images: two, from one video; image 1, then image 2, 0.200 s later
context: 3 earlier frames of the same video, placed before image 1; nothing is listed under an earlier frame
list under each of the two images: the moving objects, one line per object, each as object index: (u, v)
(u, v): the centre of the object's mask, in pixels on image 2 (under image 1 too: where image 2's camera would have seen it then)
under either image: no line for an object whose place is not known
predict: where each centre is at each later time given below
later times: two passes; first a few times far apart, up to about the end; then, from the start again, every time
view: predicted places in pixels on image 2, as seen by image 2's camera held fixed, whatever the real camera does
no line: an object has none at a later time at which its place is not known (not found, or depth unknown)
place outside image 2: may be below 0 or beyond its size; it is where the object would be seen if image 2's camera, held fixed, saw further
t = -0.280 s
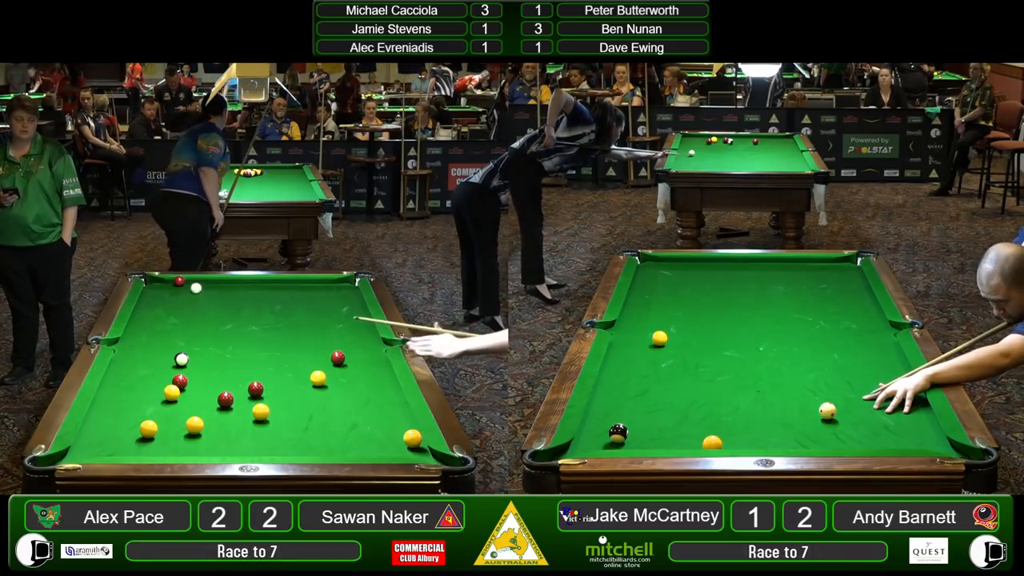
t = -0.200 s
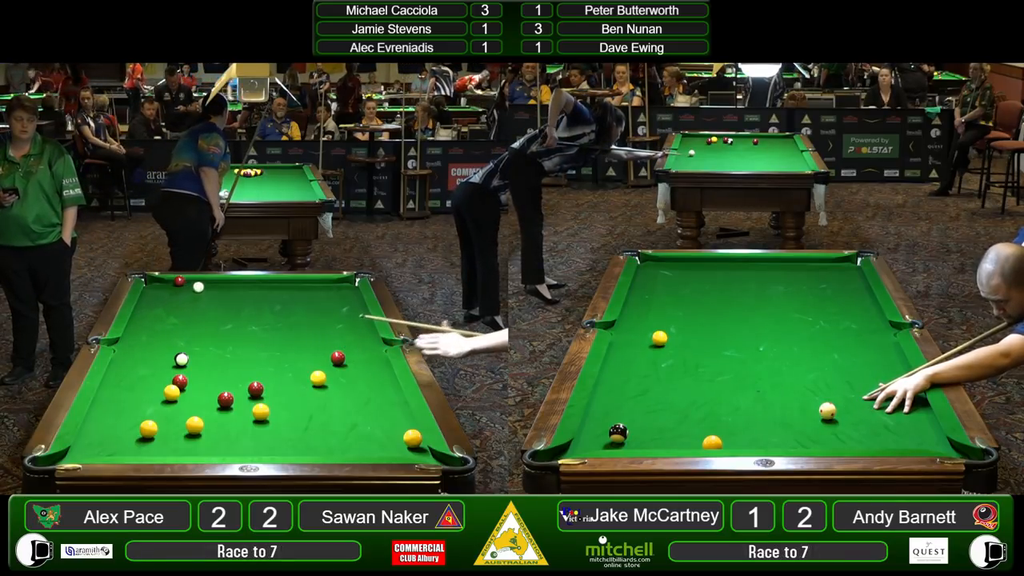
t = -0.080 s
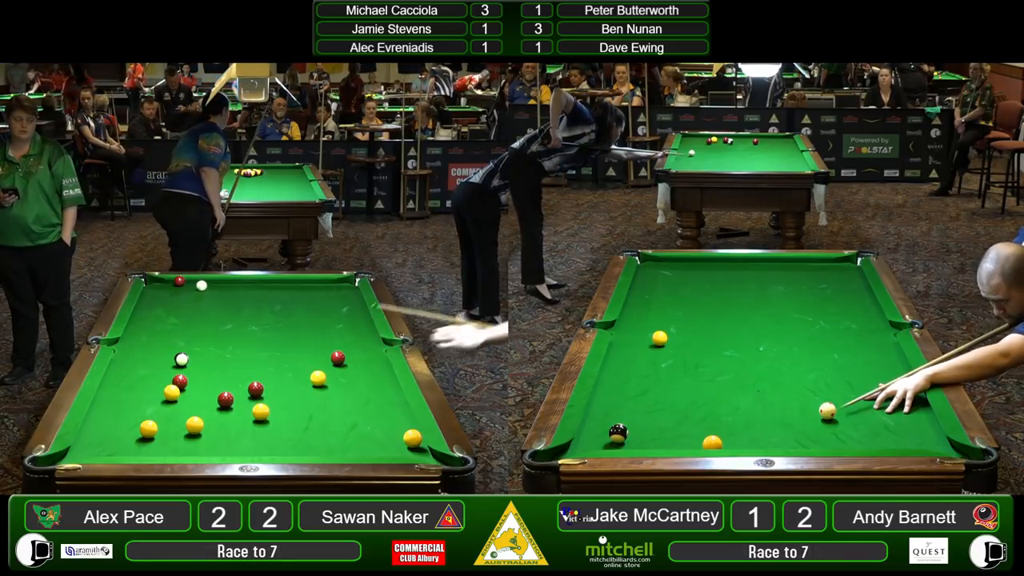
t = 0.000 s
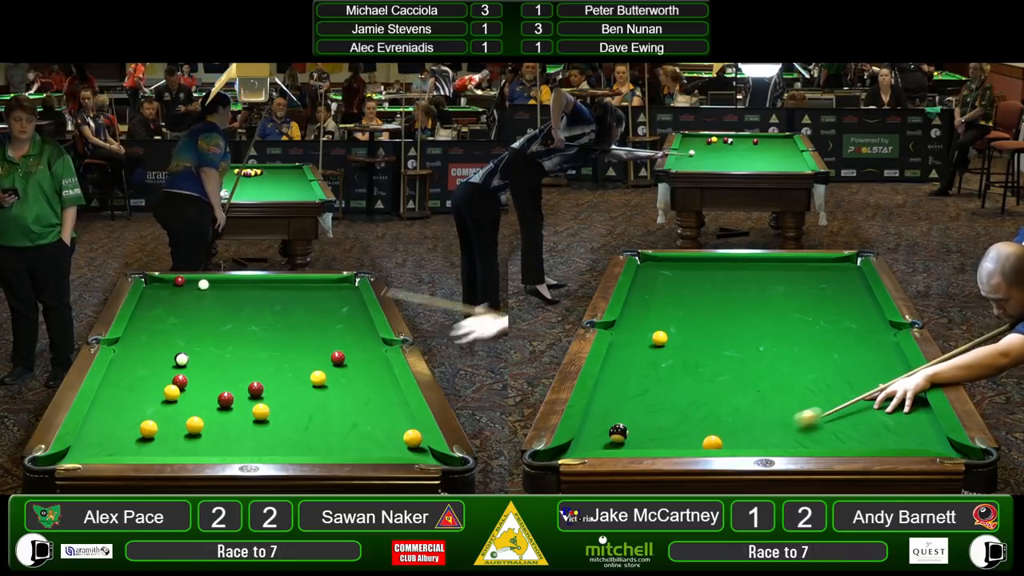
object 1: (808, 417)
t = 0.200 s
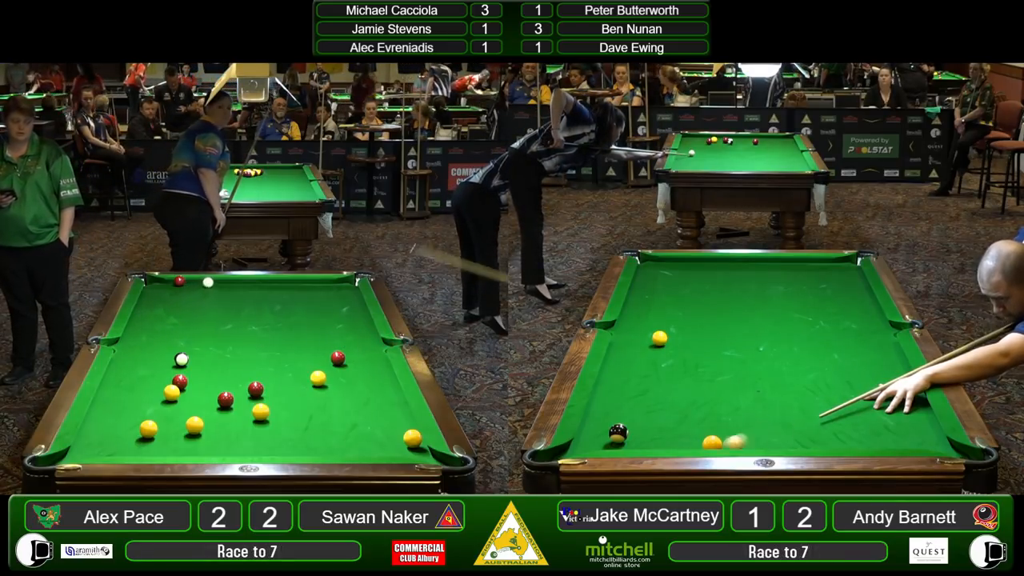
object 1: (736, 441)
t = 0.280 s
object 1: (733, 444)
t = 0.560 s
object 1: (738, 431)
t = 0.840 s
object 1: (742, 417)
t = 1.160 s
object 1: (746, 403)
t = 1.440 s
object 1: (749, 394)
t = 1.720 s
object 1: (751, 386)
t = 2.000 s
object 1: (753, 379)
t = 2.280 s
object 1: (754, 373)
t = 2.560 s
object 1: (755, 369)
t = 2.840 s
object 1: (756, 366)
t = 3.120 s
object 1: (756, 363)
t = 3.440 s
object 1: (755, 361)
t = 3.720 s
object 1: (755, 361)
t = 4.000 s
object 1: (755, 361)
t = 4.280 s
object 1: (755, 361)
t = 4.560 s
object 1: (755, 361)
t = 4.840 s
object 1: (755, 361)
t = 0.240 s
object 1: (732, 444)
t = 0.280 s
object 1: (733, 444)
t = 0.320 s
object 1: (734, 442)
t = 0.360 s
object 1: (735, 441)
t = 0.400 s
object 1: (735, 439)
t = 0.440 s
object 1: (736, 437)
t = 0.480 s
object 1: (736, 435)
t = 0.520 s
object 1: (737, 433)
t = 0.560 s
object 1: (738, 431)
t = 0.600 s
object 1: (738, 429)
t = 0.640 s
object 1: (739, 426)
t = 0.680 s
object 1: (739, 424)
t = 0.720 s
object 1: (740, 423)
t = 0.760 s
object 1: (741, 421)
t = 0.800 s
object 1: (741, 419)
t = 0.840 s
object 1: (742, 417)
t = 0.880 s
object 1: (742, 415)
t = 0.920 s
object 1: (743, 413)
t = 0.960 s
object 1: (743, 411)
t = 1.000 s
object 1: (744, 410)
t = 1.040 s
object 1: (744, 408)
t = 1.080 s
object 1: (745, 407)
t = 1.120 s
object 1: (745, 405)
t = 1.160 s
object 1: (746, 403)
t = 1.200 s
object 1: (746, 402)
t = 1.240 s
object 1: (747, 401)
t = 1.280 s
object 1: (747, 399)
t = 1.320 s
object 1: (747, 398)
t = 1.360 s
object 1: (748, 396)
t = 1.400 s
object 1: (748, 395)
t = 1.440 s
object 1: (749, 394)
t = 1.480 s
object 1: (749, 393)
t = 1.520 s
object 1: (749, 391)
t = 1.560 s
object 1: (750, 390)
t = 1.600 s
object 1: (750, 389)
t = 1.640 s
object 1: (751, 388)
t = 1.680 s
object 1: (751, 387)
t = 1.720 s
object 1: (751, 386)
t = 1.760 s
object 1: (751, 385)
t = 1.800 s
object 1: (752, 383)
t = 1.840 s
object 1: (752, 382)
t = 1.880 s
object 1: (752, 382)
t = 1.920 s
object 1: (752, 380)
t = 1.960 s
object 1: (753, 379)
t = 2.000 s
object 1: (753, 379)
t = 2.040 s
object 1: (753, 378)
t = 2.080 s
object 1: (753, 377)
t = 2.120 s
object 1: (753, 376)
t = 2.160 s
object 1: (754, 375)
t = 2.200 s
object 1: (754, 375)
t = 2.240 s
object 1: (754, 374)
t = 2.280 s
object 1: (754, 373)
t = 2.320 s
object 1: (754, 373)
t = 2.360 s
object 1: (754, 372)
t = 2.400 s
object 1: (755, 371)
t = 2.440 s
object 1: (755, 370)
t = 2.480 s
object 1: (755, 370)
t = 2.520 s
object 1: (755, 369)
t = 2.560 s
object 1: (755, 369)
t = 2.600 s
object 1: (755, 368)
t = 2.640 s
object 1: (755, 368)
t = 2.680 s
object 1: (755, 367)
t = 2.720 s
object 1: (755, 367)
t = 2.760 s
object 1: (755, 366)
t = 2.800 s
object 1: (756, 366)
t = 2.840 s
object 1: (756, 366)
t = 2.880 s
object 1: (756, 365)
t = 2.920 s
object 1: (756, 364)
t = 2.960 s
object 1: (756, 364)
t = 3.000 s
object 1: (756, 364)
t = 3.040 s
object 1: (756, 363)
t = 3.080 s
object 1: (756, 363)
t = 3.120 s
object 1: (756, 363)
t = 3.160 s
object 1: (756, 363)
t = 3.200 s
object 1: (756, 362)
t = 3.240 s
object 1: (756, 362)
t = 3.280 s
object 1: (756, 362)
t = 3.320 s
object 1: (756, 362)
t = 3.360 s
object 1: (756, 361)
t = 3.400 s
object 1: (755, 361)
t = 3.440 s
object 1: (755, 361)
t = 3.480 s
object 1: (755, 361)
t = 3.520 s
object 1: (755, 361)
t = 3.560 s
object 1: (755, 361)
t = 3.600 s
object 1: (755, 361)
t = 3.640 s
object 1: (755, 361)
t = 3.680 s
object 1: (755, 361)
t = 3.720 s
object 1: (755, 361)
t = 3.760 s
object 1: (755, 361)
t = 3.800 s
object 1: (755, 361)
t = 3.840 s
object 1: (755, 361)
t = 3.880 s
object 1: (755, 361)
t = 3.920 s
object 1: (755, 361)
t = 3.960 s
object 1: (755, 361)
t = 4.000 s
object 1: (755, 361)
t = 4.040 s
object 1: (755, 361)
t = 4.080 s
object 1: (755, 361)
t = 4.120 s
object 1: (755, 361)
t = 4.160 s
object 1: (755, 361)
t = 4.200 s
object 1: (755, 361)
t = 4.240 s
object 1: (755, 361)
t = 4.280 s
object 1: (755, 361)
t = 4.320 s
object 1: (755, 361)
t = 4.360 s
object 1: (755, 361)
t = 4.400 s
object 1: (755, 361)
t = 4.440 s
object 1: (755, 361)
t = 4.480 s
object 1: (755, 361)
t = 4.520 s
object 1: (755, 361)
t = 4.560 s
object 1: (755, 361)
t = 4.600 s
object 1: (755, 361)
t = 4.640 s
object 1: (755, 361)
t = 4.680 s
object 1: (755, 361)
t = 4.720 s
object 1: (755, 361)
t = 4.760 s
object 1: (755, 361)
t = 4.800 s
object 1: (755, 361)
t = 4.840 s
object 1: (755, 361)
